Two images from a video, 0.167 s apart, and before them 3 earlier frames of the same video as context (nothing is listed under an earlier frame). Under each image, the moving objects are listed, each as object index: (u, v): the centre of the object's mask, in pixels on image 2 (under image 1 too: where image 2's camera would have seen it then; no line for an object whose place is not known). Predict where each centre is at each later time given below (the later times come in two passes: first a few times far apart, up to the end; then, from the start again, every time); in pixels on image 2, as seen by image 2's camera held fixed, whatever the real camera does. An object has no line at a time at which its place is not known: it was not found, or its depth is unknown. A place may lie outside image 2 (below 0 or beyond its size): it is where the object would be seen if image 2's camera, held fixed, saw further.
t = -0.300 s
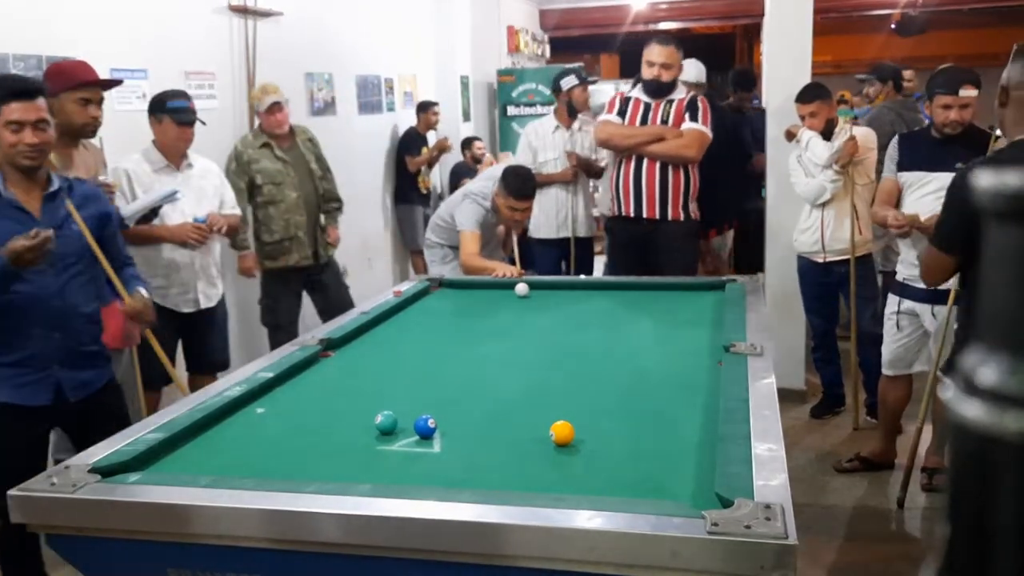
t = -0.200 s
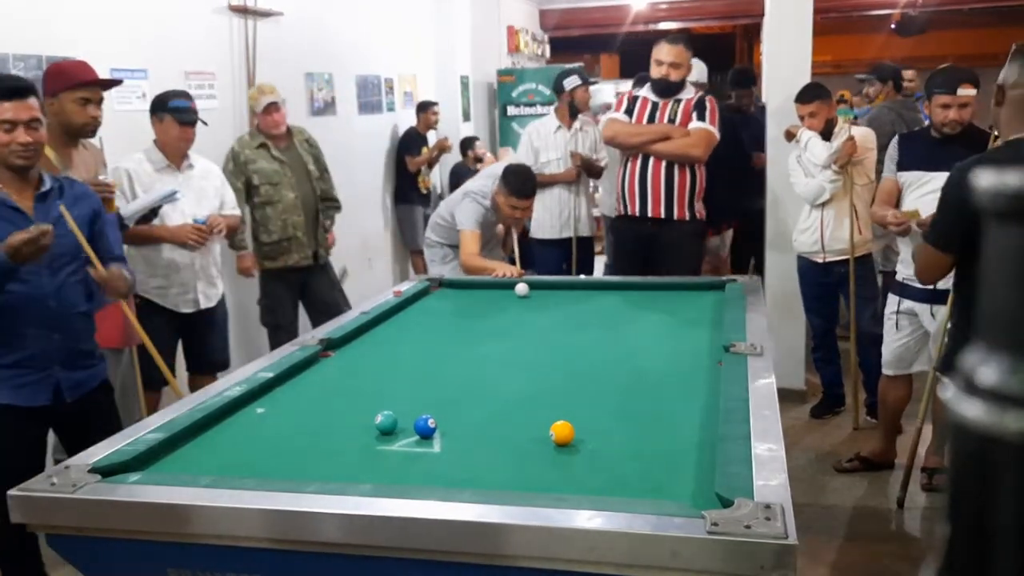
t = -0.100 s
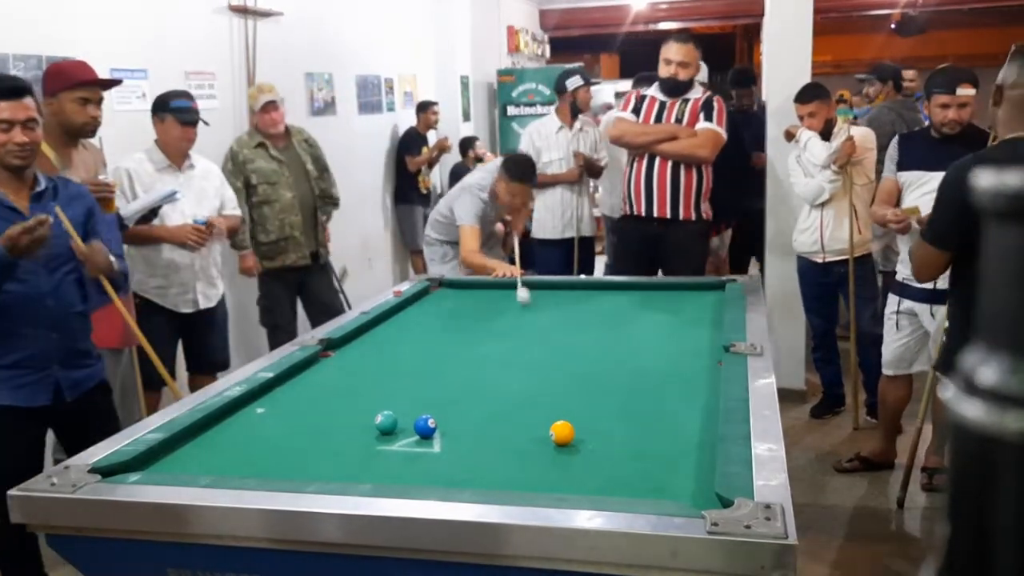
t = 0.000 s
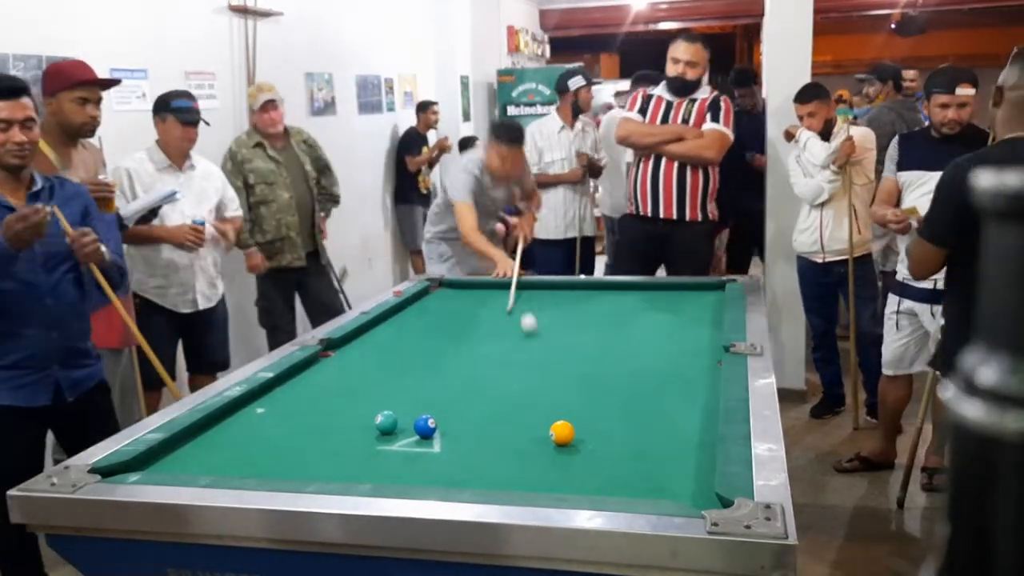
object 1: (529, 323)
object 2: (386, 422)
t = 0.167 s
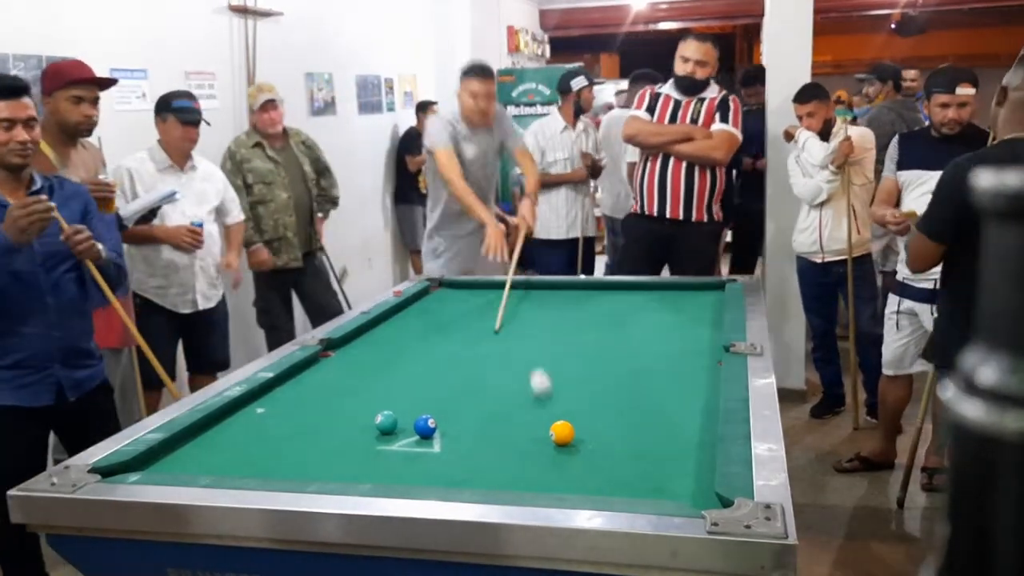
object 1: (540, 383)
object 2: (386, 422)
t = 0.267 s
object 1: (536, 426)
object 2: (386, 422)
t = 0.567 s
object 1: (394, 455)
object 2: (386, 422)
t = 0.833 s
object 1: (382, 424)
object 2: (384, 404)
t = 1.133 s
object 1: (373, 411)
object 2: (378, 382)
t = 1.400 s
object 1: (366, 401)
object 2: (373, 364)
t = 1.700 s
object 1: (360, 392)
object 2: (368, 347)
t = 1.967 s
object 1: (356, 385)
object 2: (364, 335)
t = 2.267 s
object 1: (353, 377)
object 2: (384, 324)
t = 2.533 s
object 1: (350, 373)
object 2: (406, 317)
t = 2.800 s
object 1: (347, 369)
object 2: (425, 311)
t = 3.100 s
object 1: (344, 366)
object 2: (443, 305)
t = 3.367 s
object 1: (343, 363)
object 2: (457, 300)
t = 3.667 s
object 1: (342, 361)
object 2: (470, 296)
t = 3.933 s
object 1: (342, 360)
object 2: (480, 292)
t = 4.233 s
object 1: (341, 360)
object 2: (489, 289)
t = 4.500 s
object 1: (341, 360)
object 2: (496, 287)
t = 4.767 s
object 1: (341, 359)
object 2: (500, 285)
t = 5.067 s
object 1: (341, 360)
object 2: (501, 286)
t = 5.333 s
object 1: (341, 360)
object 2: (500, 286)
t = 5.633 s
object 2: (503, 286)
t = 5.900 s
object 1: (342, 359)
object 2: (502, 286)
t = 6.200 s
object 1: (342, 359)
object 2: (502, 286)
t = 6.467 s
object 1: (342, 358)
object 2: (502, 286)
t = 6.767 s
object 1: (342, 360)
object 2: (502, 286)
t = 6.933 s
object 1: (341, 360)
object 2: (501, 286)
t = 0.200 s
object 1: (543, 398)
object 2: (386, 422)
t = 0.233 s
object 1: (545, 414)
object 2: (386, 422)
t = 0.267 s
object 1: (536, 426)
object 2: (386, 422)
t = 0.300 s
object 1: (514, 434)
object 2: (386, 422)
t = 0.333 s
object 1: (492, 441)
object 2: (386, 422)
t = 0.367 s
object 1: (470, 450)
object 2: (386, 422)
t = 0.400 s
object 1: (448, 459)
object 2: (386, 422)
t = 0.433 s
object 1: (426, 468)
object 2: (386, 422)
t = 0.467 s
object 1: (405, 475)
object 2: (386, 422)
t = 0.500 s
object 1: (396, 470)
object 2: (386, 422)
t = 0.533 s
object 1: (395, 464)
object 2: (386, 422)
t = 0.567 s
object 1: (394, 455)
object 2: (386, 422)
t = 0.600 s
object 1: (392, 448)
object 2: (386, 422)
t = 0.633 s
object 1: (390, 442)
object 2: (385, 420)
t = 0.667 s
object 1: (389, 436)
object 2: (385, 418)
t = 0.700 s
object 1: (387, 430)
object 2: (384, 415)
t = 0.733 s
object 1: (386, 428)
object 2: (384, 412)
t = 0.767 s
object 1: (385, 427)
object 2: (383, 409)
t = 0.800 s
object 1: (384, 426)
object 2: (384, 407)
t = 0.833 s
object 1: (382, 424)
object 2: (384, 404)
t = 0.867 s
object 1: (381, 423)
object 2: (383, 402)
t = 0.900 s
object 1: (380, 421)
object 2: (382, 400)
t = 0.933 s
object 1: (379, 419)
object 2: (381, 398)
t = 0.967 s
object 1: (378, 418)
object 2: (380, 395)
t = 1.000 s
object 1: (377, 417)
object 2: (380, 393)
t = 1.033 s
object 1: (376, 415)
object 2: (379, 391)
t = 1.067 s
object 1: (375, 414)
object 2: (379, 387)
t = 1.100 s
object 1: (374, 412)
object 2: (378, 385)
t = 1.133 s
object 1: (373, 411)
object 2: (378, 382)
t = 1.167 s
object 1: (372, 410)
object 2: (376, 380)
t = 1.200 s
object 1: (371, 409)
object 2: (376, 377)
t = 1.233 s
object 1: (370, 407)
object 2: (376, 375)
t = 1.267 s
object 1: (370, 406)
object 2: (375, 373)
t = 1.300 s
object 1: (368, 405)
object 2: (375, 370)
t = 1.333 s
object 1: (368, 403)
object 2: (374, 369)
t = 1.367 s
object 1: (367, 402)
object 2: (374, 366)
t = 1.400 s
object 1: (366, 401)
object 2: (373, 364)
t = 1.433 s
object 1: (365, 400)
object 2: (372, 361)
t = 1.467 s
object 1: (365, 399)
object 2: (372, 360)
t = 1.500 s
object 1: (364, 398)
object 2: (372, 358)
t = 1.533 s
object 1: (363, 397)
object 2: (371, 356)
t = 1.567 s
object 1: (363, 396)
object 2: (371, 354)
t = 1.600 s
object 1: (362, 395)
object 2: (370, 352)
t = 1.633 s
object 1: (361, 394)
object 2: (369, 351)
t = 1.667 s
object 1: (361, 393)
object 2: (369, 349)
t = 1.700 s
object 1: (360, 392)
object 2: (368, 347)
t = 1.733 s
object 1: (360, 391)
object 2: (367, 345)
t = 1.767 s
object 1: (359, 390)
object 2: (367, 343)
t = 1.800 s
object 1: (359, 389)
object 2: (367, 342)
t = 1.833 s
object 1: (358, 388)
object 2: (366, 340)
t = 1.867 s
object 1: (357, 387)
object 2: (366, 339)
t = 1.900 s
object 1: (357, 386)
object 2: (365, 337)
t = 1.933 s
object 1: (356, 385)
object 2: (364, 335)
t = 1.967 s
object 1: (356, 385)
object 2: (364, 335)
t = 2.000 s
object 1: (356, 384)
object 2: (364, 333)
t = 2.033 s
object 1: (356, 383)
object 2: (365, 332)
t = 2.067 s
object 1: (355, 382)
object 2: (366, 330)
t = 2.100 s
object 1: (355, 381)
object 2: (369, 329)
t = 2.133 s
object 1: (355, 380)
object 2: (373, 327)
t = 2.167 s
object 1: (354, 379)
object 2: (376, 326)
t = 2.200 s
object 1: (354, 379)
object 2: (379, 325)
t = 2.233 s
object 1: (353, 378)
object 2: (381, 325)
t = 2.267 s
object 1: (353, 377)
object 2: (384, 324)
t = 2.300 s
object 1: (352, 377)
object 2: (387, 323)
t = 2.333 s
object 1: (352, 376)
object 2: (390, 322)
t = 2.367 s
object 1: (351, 376)
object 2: (393, 321)
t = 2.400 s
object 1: (351, 375)
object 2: (396, 320)
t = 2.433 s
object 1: (351, 375)
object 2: (398, 319)
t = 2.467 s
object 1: (351, 374)
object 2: (401, 318)
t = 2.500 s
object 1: (350, 373)
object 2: (403, 317)
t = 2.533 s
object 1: (350, 373)
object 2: (406, 317)
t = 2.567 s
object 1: (349, 373)
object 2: (408, 316)
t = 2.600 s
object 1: (349, 372)
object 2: (411, 315)
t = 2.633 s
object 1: (348, 372)
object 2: (413, 315)
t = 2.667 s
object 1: (348, 371)
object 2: (416, 314)
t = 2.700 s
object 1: (348, 371)
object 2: (419, 313)
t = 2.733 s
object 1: (347, 370)
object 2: (421, 312)
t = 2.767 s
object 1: (347, 370)
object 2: (423, 311)
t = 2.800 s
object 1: (347, 369)
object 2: (425, 311)
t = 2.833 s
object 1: (346, 369)
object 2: (428, 310)
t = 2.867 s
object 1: (346, 368)
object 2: (429, 309)
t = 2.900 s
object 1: (346, 368)
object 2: (431, 308)
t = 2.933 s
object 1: (346, 367)
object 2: (433, 308)
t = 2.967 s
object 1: (345, 367)
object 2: (435, 307)
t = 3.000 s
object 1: (345, 367)
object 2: (437, 306)
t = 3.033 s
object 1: (345, 367)
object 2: (439, 306)
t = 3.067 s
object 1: (345, 366)
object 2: (441, 305)
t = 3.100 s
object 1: (344, 366)
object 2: (443, 305)
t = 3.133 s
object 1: (344, 365)
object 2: (445, 304)
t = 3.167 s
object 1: (344, 365)
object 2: (447, 304)
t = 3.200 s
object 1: (344, 365)
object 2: (449, 303)
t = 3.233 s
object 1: (344, 364)
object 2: (451, 302)
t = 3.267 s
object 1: (343, 364)
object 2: (452, 302)
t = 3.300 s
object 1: (343, 364)
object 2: (454, 301)
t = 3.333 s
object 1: (343, 364)
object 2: (456, 300)
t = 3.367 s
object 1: (343, 363)
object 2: (457, 300)
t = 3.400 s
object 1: (343, 363)
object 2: (459, 299)
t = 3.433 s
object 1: (343, 363)
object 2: (461, 299)
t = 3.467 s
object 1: (343, 363)
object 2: (462, 299)
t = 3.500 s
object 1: (343, 362)
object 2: (463, 298)
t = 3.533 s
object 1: (342, 362)
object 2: (465, 297)
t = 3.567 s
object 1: (342, 362)
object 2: (467, 297)
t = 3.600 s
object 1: (342, 362)
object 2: (468, 296)
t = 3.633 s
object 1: (342, 362)
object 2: (469, 296)
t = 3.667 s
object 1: (342, 361)
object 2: (470, 296)
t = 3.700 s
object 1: (342, 361)
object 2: (471, 295)
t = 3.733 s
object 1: (342, 361)
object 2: (473, 295)
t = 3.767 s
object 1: (342, 361)
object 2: (474, 294)
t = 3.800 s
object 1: (342, 361)
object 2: (476, 294)
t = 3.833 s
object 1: (342, 361)
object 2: (477, 293)
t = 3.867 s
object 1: (342, 360)
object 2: (478, 293)
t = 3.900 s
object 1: (342, 360)
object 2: (479, 292)
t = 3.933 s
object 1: (342, 360)
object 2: (480, 292)
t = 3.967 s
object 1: (342, 360)
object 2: (482, 292)
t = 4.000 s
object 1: (342, 360)
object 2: (483, 291)
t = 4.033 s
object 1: (342, 360)
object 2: (484, 291)
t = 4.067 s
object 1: (342, 360)
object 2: (485, 291)
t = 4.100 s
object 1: (342, 360)
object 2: (486, 290)
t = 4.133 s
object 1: (342, 360)
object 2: (487, 290)
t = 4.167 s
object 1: (342, 360)
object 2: (488, 289)
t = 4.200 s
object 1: (341, 360)
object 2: (489, 289)
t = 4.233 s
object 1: (341, 360)
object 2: (489, 289)
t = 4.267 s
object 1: (341, 360)
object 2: (490, 288)
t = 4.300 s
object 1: (341, 360)
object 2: (491, 288)
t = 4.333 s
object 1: (341, 360)
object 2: (492, 288)
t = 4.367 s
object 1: (341, 360)
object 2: (493, 288)
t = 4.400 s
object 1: (341, 360)
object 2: (493, 287)
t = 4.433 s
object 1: (341, 360)
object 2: (494, 287)
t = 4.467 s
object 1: (341, 360)
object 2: (495, 287)
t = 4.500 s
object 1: (341, 360)
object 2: (496, 287)
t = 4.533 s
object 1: (341, 360)
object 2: (497, 286)
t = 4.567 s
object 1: (341, 360)
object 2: (497, 286)
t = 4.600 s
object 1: (341, 360)
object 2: (498, 286)
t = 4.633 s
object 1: (341, 360)
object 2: (499, 286)
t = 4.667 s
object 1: (341, 360)
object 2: (499, 285)
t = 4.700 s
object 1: (341, 360)
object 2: (500, 285)
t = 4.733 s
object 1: (341, 360)
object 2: (500, 285)
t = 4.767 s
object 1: (341, 359)
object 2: (500, 285)
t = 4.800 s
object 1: (341, 360)
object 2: (500, 285)
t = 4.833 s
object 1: (341, 360)
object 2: (500, 285)
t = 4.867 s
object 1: (341, 360)
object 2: (500, 285)
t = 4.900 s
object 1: (341, 360)
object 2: (500, 285)
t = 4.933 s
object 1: (341, 360)
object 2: (500, 285)
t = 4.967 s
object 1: (341, 360)
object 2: (501, 285)
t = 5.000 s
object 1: (341, 360)
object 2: (500, 286)
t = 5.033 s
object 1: (341, 360)
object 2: (501, 286)
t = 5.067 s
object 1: (341, 360)
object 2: (501, 286)
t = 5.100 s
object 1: (341, 360)
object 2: (500, 286)
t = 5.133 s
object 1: (341, 360)
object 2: (501, 286)
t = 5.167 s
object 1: (341, 360)
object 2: (501, 286)
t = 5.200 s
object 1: (341, 360)
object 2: (501, 286)
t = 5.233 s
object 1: (341, 360)
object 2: (501, 286)
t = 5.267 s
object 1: (341, 360)
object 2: (501, 286)
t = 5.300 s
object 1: (341, 360)
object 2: (500, 286)
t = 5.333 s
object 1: (341, 360)
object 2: (500, 286)
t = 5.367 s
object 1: (341, 360)
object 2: (500, 286)
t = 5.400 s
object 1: (341, 360)
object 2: (500, 286)
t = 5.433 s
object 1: (341, 360)
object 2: (500, 286)
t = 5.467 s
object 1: (341, 358)
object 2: (501, 285)
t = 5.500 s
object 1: (342, 359)
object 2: (501, 285)
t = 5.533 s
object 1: (342, 358)
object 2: (501, 285)
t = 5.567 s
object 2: (504, 286)
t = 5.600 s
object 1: (342, 359)
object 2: (502, 286)
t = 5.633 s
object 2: (503, 286)
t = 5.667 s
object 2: (503, 286)
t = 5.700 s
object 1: (343, 359)
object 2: (503, 286)
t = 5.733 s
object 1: (342, 359)
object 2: (502, 286)
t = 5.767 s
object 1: (342, 359)
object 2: (501, 285)
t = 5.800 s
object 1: (341, 359)
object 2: (501, 285)
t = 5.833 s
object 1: (342, 359)
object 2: (501, 285)
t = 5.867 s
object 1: (342, 359)
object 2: (501, 285)
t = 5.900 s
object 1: (342, 359)
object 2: (502, 286)
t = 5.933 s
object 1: (342, 359)
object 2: (502, 286)
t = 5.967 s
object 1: (342, 359)
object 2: (502, 286)
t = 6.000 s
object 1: (342, 359)
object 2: (502, 286)
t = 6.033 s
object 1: (342, 359)
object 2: (501, 286)
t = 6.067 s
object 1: (342, 359)
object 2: (501, 286)
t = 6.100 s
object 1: (342, 359)
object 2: (501, 286)
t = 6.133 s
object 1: (342, 359)
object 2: (502, 285)
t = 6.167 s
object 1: (342, 359)
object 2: (502, 286)
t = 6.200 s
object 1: (342, 359)
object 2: (502, 286)
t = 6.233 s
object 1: (342, 359)
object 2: (502, 286)
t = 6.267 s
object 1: (343, 359)
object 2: (502, 286)
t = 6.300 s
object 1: (342, 359)
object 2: (502, 286)
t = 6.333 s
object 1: (343, 358)
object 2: (502, 286)
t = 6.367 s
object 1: (341, 359)
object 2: (500, 286)
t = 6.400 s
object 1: (342, 359)
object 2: (500, 286)
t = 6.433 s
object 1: (342, 358)
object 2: (501, 284)
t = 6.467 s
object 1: (342, 358)
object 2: (502, 286)
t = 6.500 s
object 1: (343, 359)
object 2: (502, 286)
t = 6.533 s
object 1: (343, 358)
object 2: (502, 285)
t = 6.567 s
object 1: (342, 359)
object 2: (501, 286)
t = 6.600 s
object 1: (342, 359)
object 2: (501, 285)
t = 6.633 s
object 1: (342, 359)
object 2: (501, 286)
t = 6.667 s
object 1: (341, 359)
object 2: (500, 286)
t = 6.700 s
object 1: (341, 360)
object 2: (501, 286)
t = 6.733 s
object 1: (342, 360)
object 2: (502, 286)
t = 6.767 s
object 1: (342, 360)
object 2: (502, 286)
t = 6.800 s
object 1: (343, 359)
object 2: (502, 285)
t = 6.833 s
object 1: (342, 359)
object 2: (502, 286)
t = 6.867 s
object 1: (342, 359)
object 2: (501, 286)
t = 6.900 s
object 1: (341, 360)
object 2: (500, 286)
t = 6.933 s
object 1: (341, 360)
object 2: (501, 286)
